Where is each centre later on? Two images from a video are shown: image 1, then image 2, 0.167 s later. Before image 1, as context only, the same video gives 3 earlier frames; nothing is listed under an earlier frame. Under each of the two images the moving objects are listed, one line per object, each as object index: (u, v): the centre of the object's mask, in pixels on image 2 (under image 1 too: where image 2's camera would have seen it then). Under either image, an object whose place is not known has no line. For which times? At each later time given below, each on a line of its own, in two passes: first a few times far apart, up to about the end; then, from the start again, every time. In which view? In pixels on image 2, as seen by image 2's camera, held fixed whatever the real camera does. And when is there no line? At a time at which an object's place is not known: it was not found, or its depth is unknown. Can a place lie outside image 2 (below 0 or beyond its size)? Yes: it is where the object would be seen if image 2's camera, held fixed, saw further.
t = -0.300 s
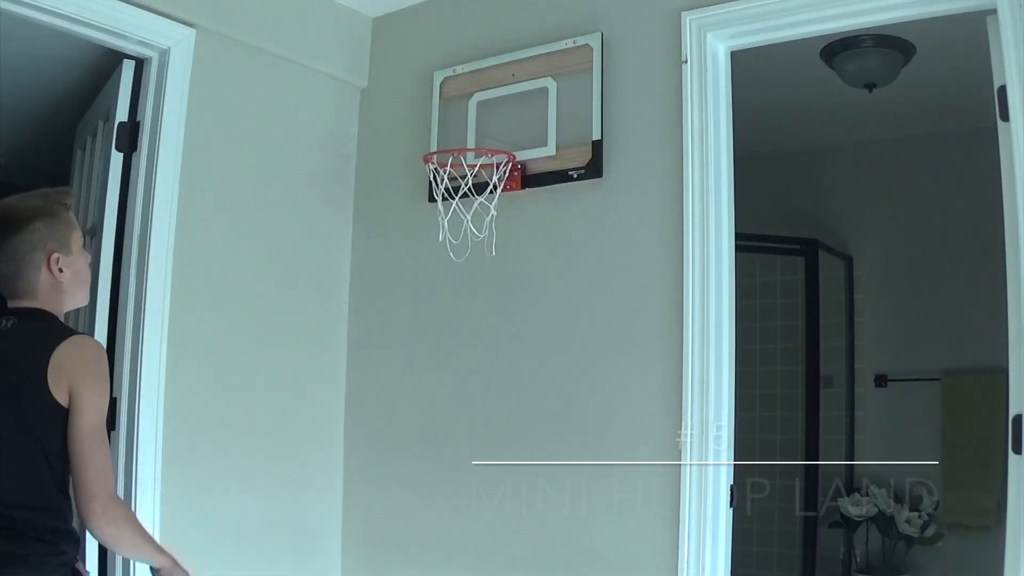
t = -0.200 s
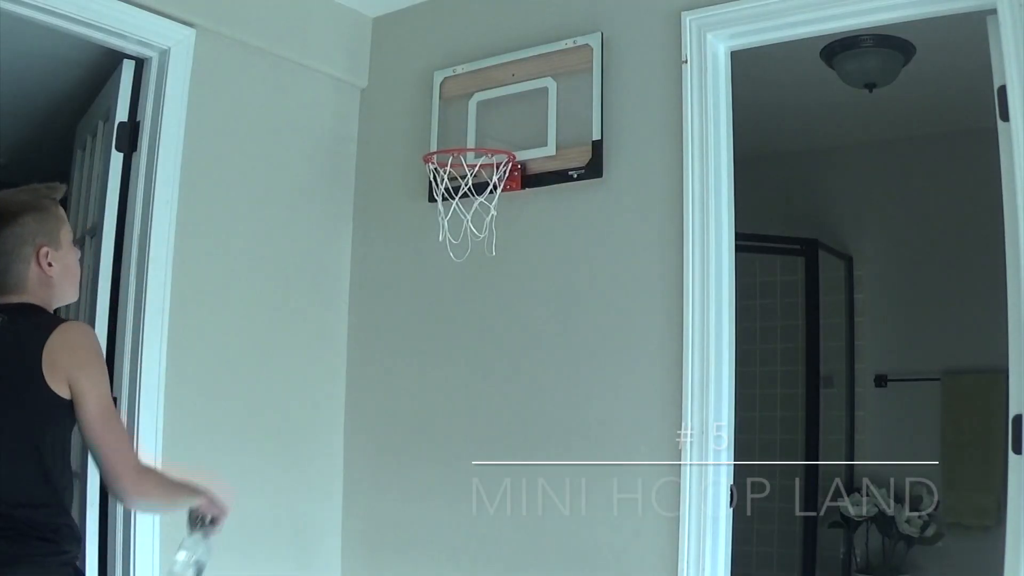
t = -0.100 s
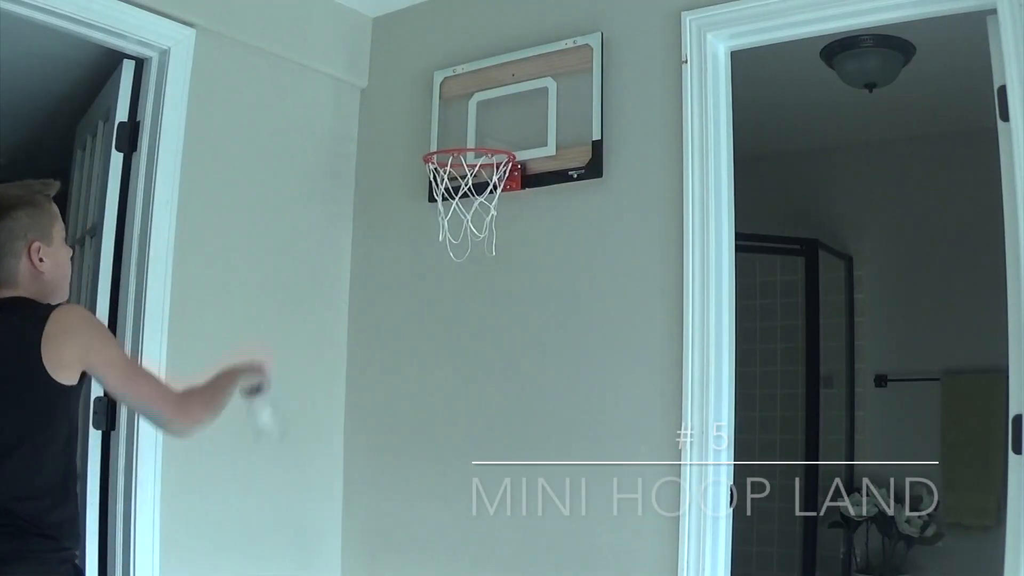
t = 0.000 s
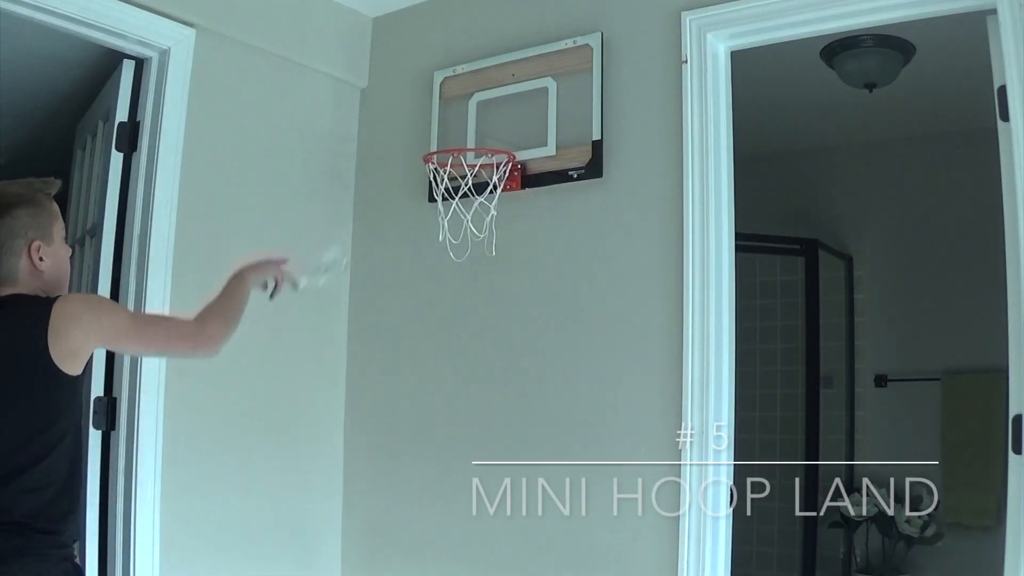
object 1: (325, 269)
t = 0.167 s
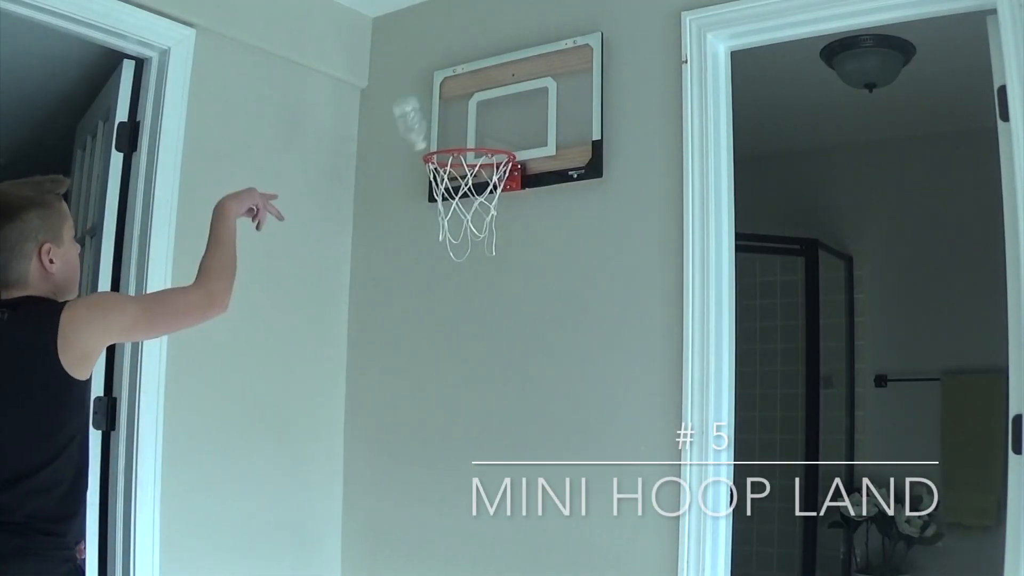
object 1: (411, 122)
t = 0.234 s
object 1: (439, 98)
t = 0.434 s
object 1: (501, 128)
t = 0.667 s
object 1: (504, 137)
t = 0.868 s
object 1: (504, 137)
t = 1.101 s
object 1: (504, 137)
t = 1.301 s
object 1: (504, 137)
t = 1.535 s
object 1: (504, 137)
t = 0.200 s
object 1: (425, 107)
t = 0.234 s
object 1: (439, 98)
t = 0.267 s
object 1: (451, 93)
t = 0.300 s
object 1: (463, 92)
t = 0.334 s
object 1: (474, 95)
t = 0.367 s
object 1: (484, 103)
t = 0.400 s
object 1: (495, 114)
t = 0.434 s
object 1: (501, 128)
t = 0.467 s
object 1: (503, 135)
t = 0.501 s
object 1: (504, 137)
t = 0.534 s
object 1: (503, 137)
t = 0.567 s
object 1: (504, 137)
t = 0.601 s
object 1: (504, 137)
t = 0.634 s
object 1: (504, 137)
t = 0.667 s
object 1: (504, 137)
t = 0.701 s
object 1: (504, 137)
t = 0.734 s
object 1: (504, 137)
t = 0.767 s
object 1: (504, 137)
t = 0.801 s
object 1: (504, 137)
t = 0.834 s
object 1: (504, 137)
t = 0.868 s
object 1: (504, 137)
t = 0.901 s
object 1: (504, 137)
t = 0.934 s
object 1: (504, 137)
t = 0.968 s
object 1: (504, 137)
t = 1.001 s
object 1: (504, 137)
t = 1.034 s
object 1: (504, 137)
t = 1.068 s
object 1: (504, 137)
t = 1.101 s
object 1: (504, 137)
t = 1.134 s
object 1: (504, 137)
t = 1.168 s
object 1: (504, 137)
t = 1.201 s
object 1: (504, 137)
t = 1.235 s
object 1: (504, 137)
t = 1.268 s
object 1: (504, 137)
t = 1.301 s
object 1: (504, 137)
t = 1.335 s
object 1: (504, 137)
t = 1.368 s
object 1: (504, 137)
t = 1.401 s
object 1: (504, 137)
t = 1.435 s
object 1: (504, 137)
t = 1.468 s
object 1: (504, 137)
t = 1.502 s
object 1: (504, 137)
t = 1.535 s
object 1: (504, 137)
